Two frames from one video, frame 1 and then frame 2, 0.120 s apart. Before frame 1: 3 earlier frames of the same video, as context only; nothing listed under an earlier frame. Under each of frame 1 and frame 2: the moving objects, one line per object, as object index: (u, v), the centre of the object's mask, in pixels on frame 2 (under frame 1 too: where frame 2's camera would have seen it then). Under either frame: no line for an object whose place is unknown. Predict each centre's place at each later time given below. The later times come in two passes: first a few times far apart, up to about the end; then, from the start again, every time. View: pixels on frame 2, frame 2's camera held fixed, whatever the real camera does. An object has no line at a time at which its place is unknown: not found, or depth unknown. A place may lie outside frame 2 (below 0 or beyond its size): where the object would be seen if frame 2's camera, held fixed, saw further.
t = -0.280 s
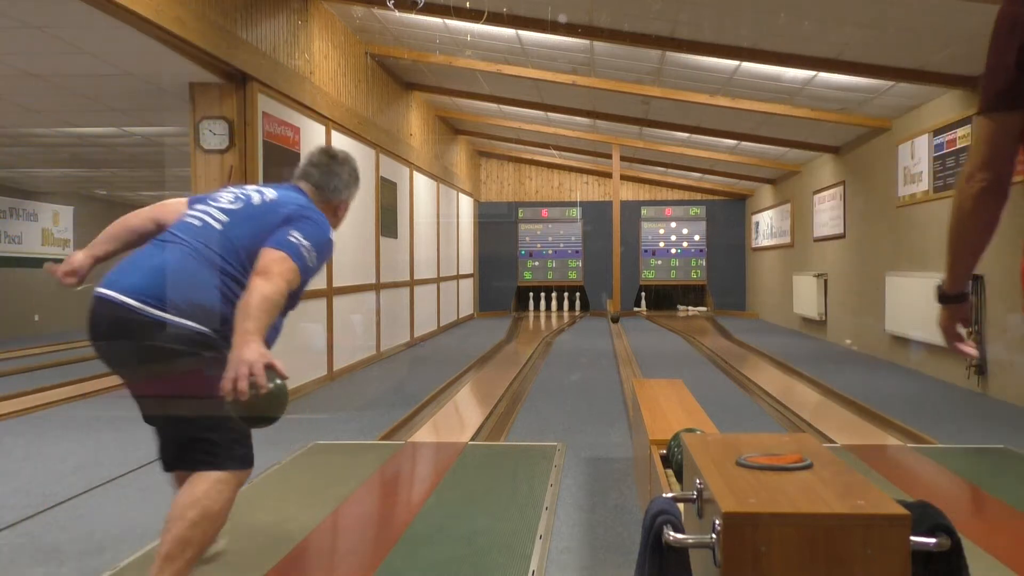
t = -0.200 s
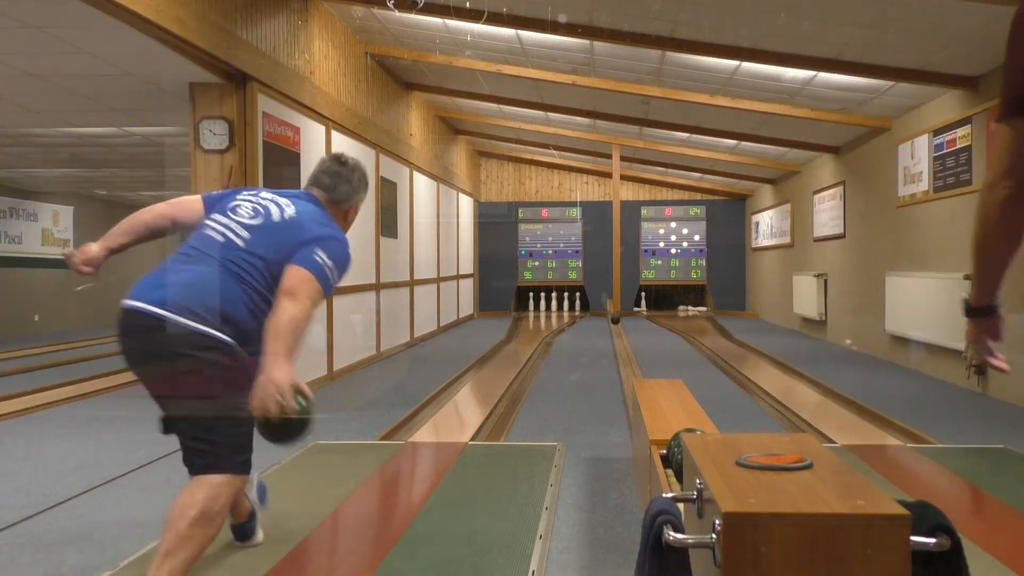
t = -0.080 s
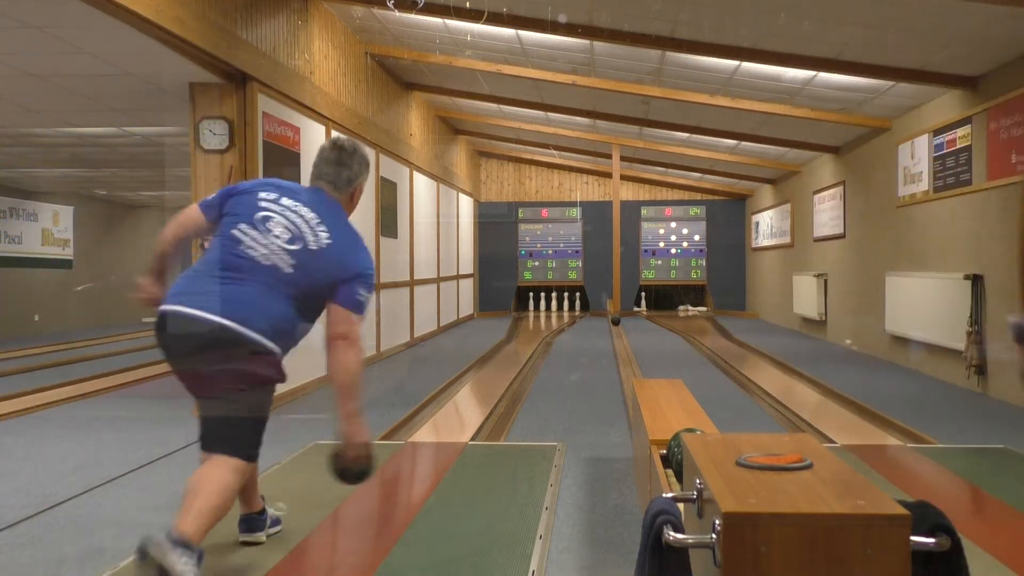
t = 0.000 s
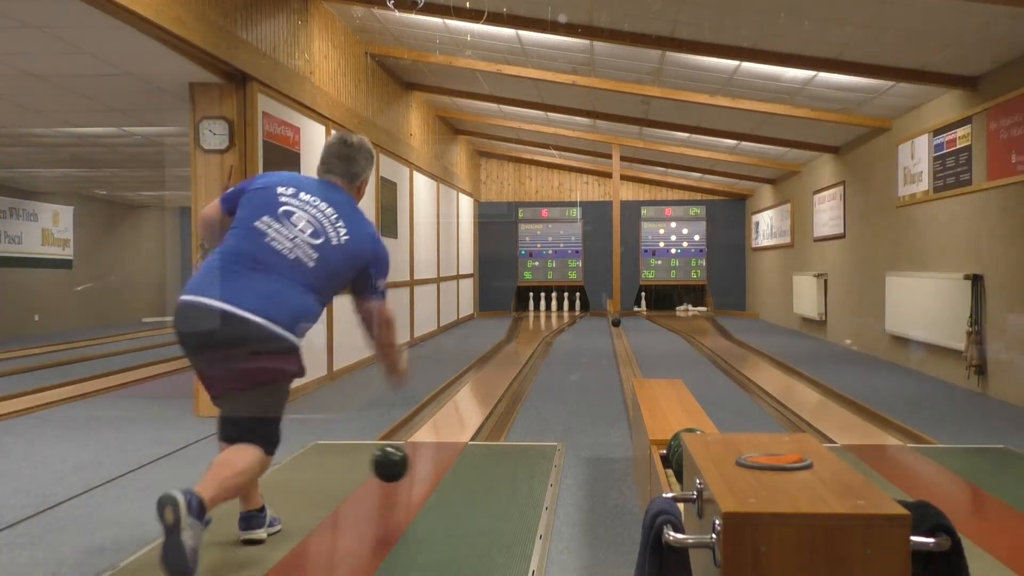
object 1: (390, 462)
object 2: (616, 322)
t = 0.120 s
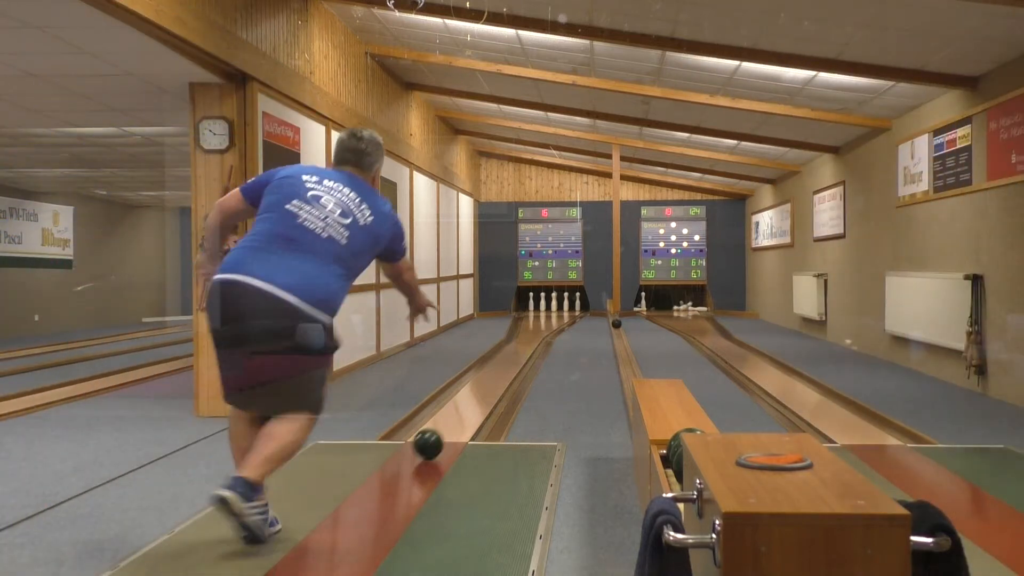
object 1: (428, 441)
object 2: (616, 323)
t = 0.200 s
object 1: (446, 421)
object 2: (616, 324)
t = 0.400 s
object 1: (476, 386)
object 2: (618, 327)
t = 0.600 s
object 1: (495, 364)
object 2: (619, 330)
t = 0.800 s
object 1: (507, 350)
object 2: (619, 333)
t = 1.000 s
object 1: (517, 340)
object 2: (620, 337)
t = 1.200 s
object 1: (524, 331)
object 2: (622, 341)
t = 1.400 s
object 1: (531, 325)
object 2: (624, 345)
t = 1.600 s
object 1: (535, 320)
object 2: (625, 351)
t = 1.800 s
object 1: (541, 315)
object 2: (627, 357)
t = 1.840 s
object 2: (628, 358)
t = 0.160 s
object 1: (438, 431)
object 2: (616, 324)
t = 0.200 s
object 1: (446, 421)
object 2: (616, 324)
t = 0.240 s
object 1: (453, 412)
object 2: (617, 325)
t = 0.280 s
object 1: (460, 405)
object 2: (617, 325)
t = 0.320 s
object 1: (466, 398)
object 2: (617, 326)
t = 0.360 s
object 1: (471, 392)
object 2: (617, 326)
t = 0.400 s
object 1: (476, 386)
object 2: (618, 327)
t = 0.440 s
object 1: (480, 381)
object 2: (618, 328)
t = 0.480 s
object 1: (484, 376)
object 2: (618, 328)
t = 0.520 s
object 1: (488, 372)
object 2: (618, 329)
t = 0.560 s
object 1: (491, 368)
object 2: (618, 329)
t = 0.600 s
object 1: (495, 364)
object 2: (619, 330)
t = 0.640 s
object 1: (497, 361)
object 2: (619, 330)
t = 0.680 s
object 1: (500, 358)
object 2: (619, 331)
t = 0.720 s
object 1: (503, 355)
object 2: (619, 332)
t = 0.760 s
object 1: (505, 353)
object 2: (619, 332)
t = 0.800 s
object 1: (507, 350)
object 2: (619, 333)
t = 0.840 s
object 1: (509, 348)
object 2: (620, 334)
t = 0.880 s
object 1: (512, 346)
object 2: (620, 335)
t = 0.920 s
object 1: (513, 344)
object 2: (620, 335)
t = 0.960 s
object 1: (515, 342)
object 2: (620, 336)
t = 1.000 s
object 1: (517, 340)
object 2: (620, 337)
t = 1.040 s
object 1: (518, 338)
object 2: (621, 338)
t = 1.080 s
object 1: (520, 337)
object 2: (621, 338)
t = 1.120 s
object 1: (521, 335)
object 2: (621, 339)
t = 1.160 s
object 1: (523, 333)
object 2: (622, 340)
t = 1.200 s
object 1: (524, 331)
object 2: (622, 341)
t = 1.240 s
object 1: (525, 330)
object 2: (622, 342)
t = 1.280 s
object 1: (527, 329)
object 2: (623, 343)
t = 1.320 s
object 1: (528, 327)
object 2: (623, 344)
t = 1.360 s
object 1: (529, 326)
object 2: (623, 344)
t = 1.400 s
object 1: (531, 325)
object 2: (624, 345)
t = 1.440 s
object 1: (531, 324)
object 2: (624, 346)
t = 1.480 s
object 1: (532, 323)
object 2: (624, 347)
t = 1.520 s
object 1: (533, 321)
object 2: (625, 348)
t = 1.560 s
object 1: (535, 320)
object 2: (625, 350)
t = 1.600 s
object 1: (535, 320)
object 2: (625, 351)
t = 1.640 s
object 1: (537, 319)
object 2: (626, 352)
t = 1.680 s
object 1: (537, 318)
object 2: (626, 353)
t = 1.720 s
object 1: (538, 317)
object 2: (626, 354)
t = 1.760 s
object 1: (539, 316)
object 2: (627, 355)
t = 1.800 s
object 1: (541, 315)
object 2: (627, 357)
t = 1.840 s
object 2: (628, 358)
